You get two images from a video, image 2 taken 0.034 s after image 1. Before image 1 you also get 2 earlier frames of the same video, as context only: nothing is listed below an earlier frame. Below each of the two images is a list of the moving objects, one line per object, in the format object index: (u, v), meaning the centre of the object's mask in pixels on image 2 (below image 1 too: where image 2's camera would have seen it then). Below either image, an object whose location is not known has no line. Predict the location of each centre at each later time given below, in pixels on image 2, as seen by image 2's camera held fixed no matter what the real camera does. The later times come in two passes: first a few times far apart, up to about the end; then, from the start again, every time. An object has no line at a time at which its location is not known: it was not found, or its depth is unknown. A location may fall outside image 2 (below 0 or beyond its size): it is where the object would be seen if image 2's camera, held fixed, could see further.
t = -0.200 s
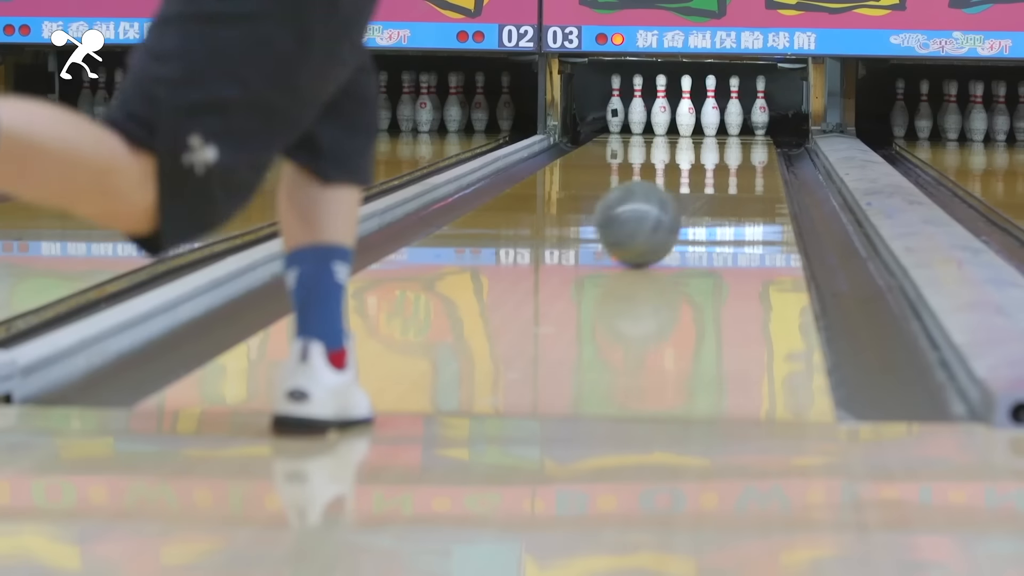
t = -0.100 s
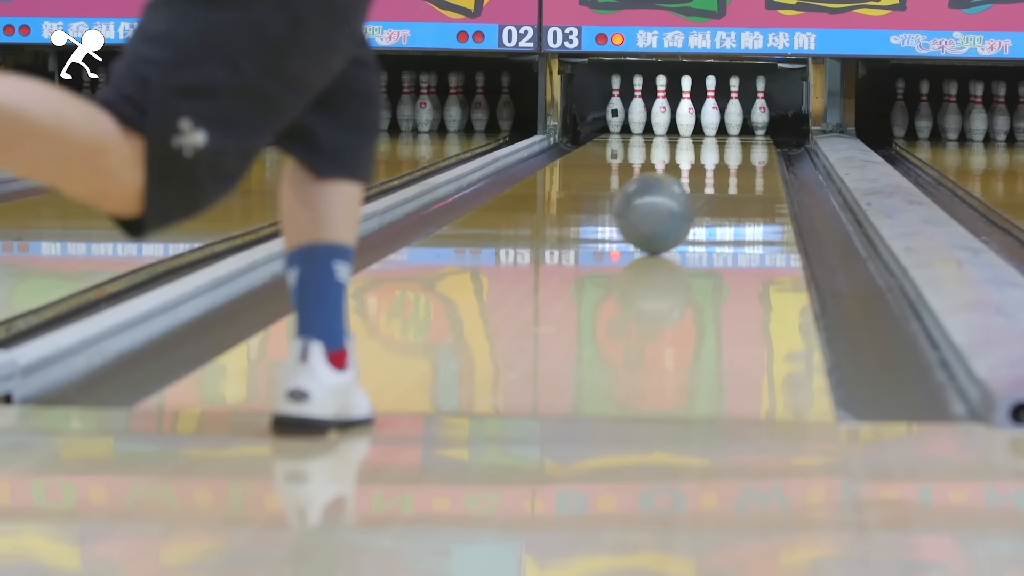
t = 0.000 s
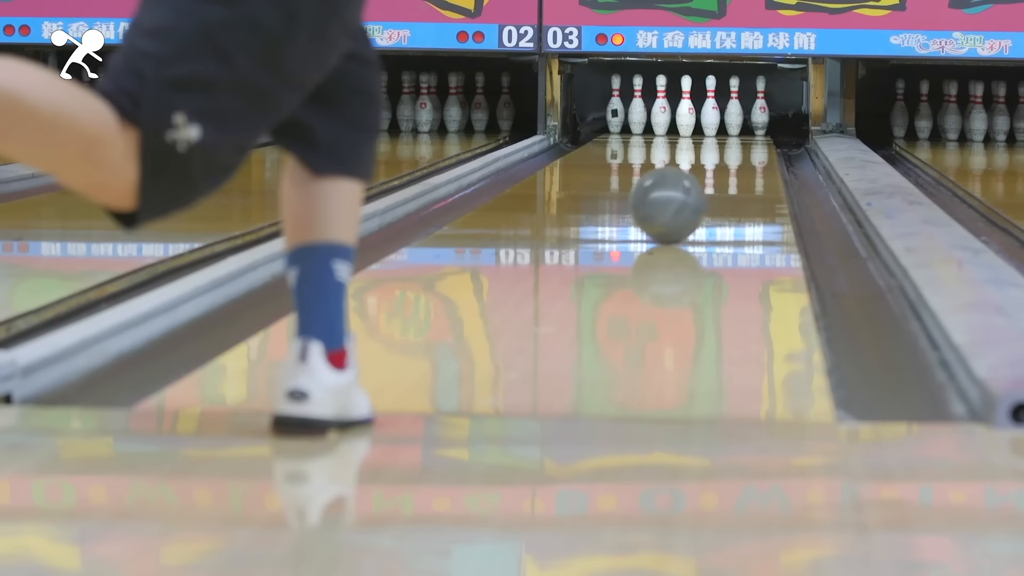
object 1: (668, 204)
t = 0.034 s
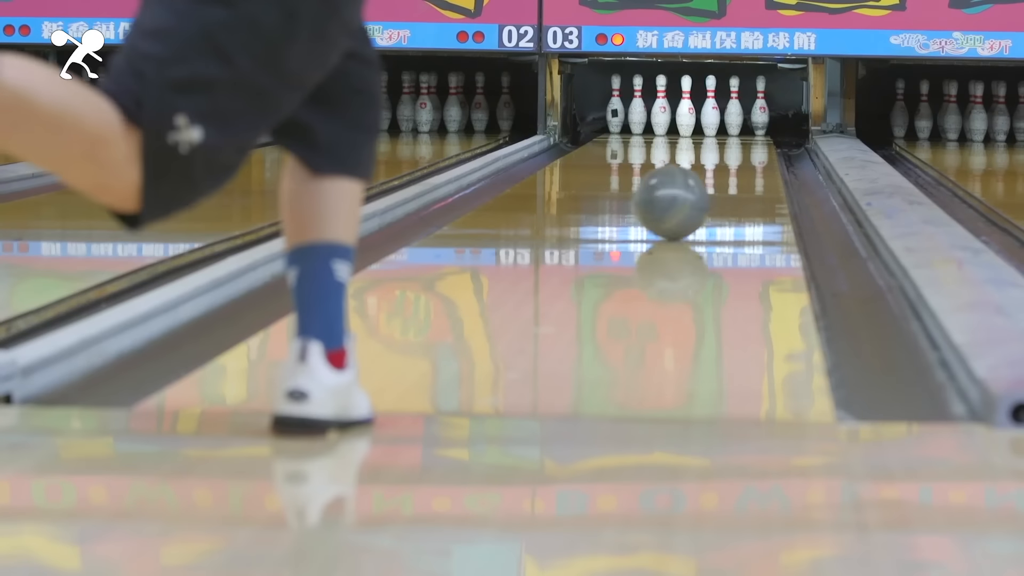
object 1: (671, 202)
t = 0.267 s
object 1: (696, 185)
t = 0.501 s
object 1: (715, 170)
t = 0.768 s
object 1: (729, 157)
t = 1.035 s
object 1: (737, 146)
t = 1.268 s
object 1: (738, 139)
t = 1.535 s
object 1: (732, 133)
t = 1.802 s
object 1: (717, 127)
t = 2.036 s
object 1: (700, 122)
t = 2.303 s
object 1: (685, 119)
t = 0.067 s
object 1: (675, 199)
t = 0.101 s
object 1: (679, 197)
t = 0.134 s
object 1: (683, 194)
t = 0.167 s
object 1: (687, 192)
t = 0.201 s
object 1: (690, 190)
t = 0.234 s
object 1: (693, 187)
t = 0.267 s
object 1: (696, 185)
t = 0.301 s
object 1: (699, 183)
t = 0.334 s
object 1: (702, 180)
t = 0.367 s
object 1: (704, 178)
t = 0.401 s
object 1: (707, 176)
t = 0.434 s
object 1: (710, 174)
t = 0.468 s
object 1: (712, 172)
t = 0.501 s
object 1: (715, 170)
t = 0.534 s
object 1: (717, 168)
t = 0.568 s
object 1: (719, 166)
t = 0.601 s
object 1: (721, 164)
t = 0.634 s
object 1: (722, 163)
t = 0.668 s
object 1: (724, 161)
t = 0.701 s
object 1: (726, 160)
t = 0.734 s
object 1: (727, 158)
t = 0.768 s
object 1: (729, 157)
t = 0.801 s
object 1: (730, 156)
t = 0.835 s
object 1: (732, 154)
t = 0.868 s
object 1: (733, 153)
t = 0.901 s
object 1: (734, 152)
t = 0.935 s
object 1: (735, 150)
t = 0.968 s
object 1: (736, 149)
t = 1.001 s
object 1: (737, 148)
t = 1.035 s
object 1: (737, 146)
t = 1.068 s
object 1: (738, 145)
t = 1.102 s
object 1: (738, 144)
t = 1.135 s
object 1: (738, 143)
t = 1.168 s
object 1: (739, 142)
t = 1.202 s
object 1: (739, 141)
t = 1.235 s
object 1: (738, 140)
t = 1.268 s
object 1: (738, 139)
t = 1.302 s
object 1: (738, 138)
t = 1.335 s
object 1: (738, 137)
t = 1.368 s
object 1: (737, 137)
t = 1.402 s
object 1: (736, 136)
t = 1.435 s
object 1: (735, 135)
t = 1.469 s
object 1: (734, 134)
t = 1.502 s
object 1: (734, 134)
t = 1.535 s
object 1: (732, 133)
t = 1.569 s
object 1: (731, 132)
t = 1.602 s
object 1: (729, 131)
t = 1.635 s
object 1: (727, 130)
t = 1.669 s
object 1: (726, 130)
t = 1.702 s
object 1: (724, 129)
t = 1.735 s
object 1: (722, 128)
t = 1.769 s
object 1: (720, 127)
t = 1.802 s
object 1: (717, 127)
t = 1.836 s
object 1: (715, 126)
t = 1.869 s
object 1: (713, 125)
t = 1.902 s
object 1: (711, 125)
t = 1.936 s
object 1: (709, 124)
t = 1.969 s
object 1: (706, 123)
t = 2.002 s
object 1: (703, 123)
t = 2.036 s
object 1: (700, 122)
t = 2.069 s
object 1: (698, 121)
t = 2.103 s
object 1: (696, 121)
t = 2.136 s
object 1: (693, 120)
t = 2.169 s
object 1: (690, 120)
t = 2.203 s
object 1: (690, 120)
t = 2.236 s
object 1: (689, 119)
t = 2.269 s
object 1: (688, 119)
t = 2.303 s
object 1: (685, 119)
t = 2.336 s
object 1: (682, 119)
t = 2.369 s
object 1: (681, 119)
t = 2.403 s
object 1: (678, 123)
